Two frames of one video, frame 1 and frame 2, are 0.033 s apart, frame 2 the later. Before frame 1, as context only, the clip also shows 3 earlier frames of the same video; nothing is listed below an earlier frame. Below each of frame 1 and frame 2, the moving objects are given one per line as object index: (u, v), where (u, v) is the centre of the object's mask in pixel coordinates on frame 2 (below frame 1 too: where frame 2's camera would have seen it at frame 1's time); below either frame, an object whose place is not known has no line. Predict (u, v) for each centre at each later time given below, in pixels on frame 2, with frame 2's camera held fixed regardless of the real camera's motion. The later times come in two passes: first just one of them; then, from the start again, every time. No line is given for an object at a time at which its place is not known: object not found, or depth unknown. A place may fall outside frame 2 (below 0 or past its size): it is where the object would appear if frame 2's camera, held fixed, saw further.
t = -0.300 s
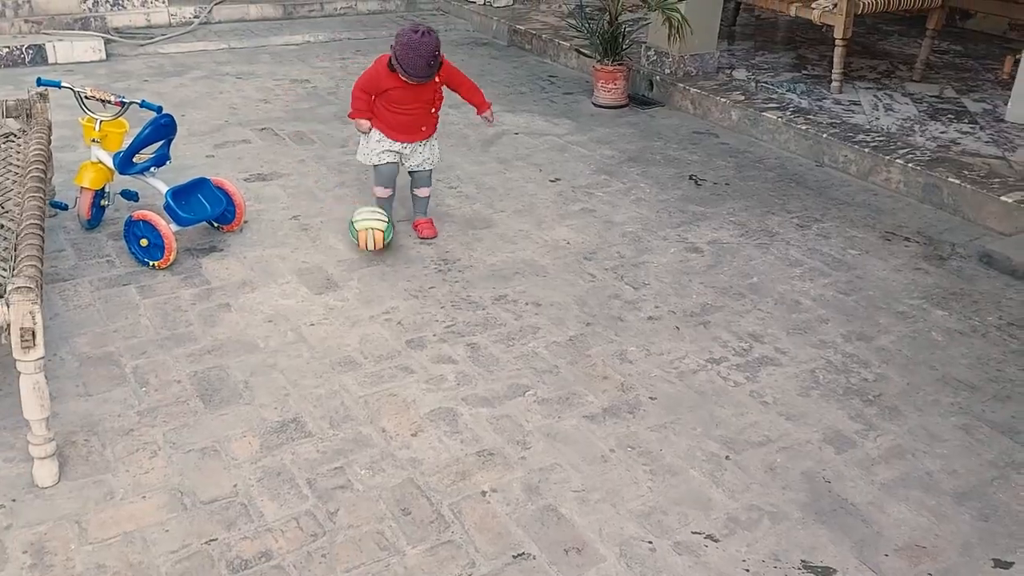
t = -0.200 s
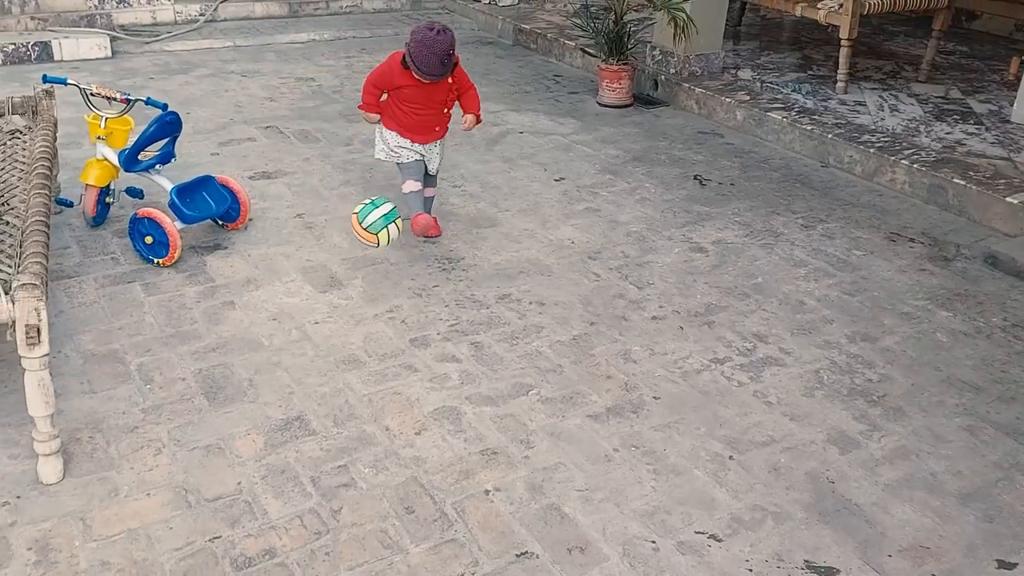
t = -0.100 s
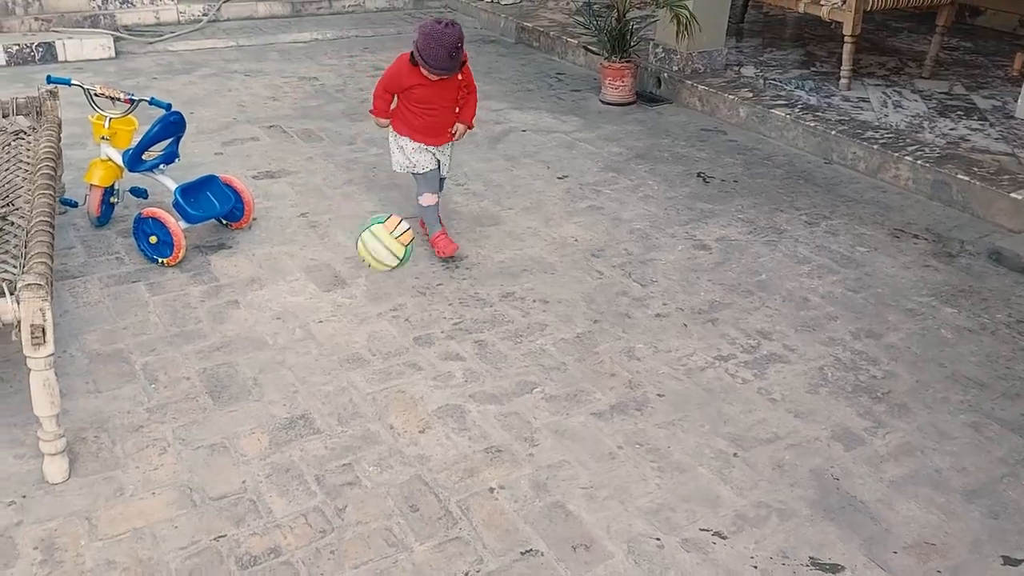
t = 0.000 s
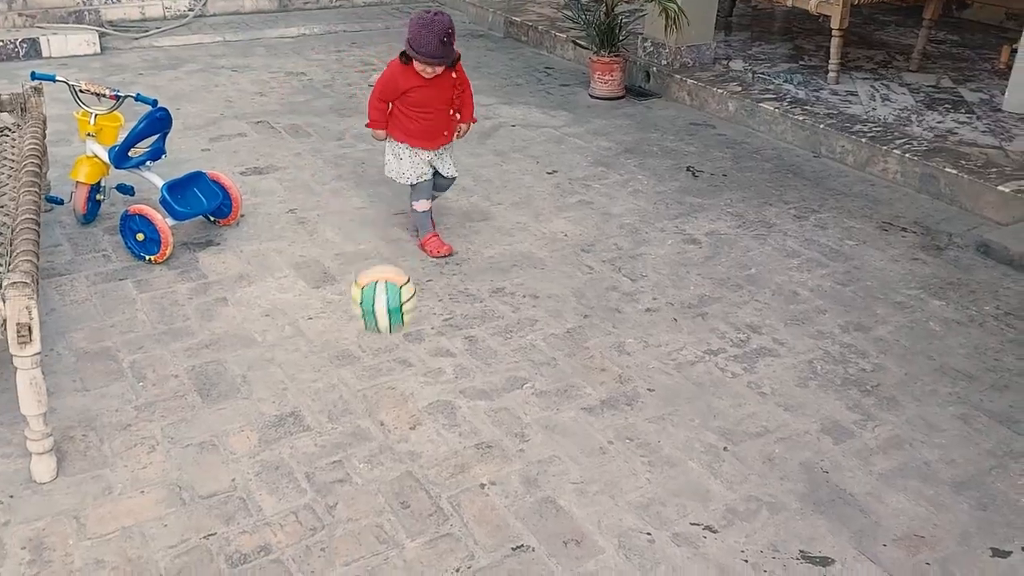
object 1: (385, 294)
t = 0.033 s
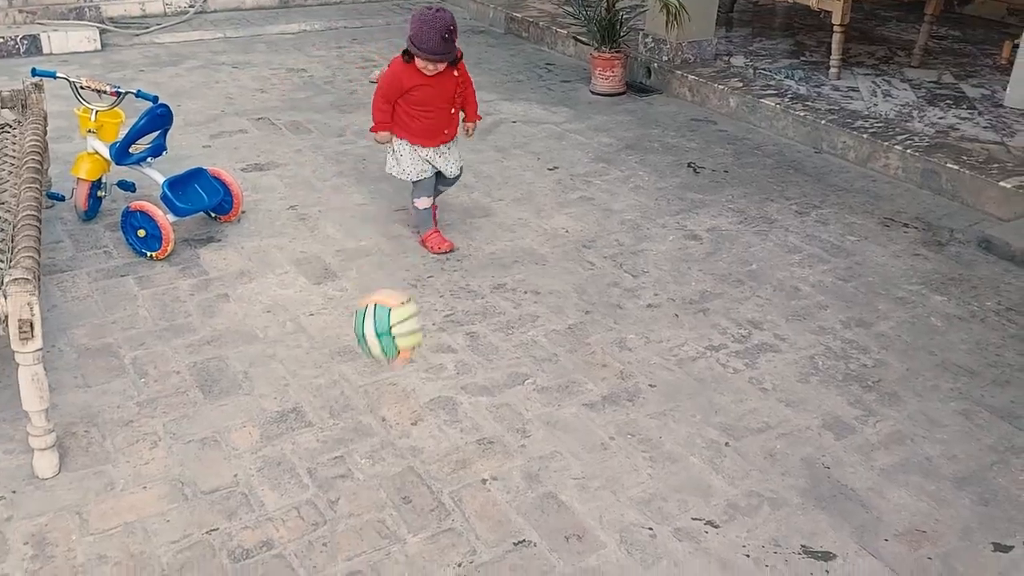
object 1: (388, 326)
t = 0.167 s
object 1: (399, 525)
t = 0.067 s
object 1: (391, 364)
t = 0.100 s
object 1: (395, 410)
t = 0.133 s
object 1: (396, 463)
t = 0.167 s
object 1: (399, 525)
